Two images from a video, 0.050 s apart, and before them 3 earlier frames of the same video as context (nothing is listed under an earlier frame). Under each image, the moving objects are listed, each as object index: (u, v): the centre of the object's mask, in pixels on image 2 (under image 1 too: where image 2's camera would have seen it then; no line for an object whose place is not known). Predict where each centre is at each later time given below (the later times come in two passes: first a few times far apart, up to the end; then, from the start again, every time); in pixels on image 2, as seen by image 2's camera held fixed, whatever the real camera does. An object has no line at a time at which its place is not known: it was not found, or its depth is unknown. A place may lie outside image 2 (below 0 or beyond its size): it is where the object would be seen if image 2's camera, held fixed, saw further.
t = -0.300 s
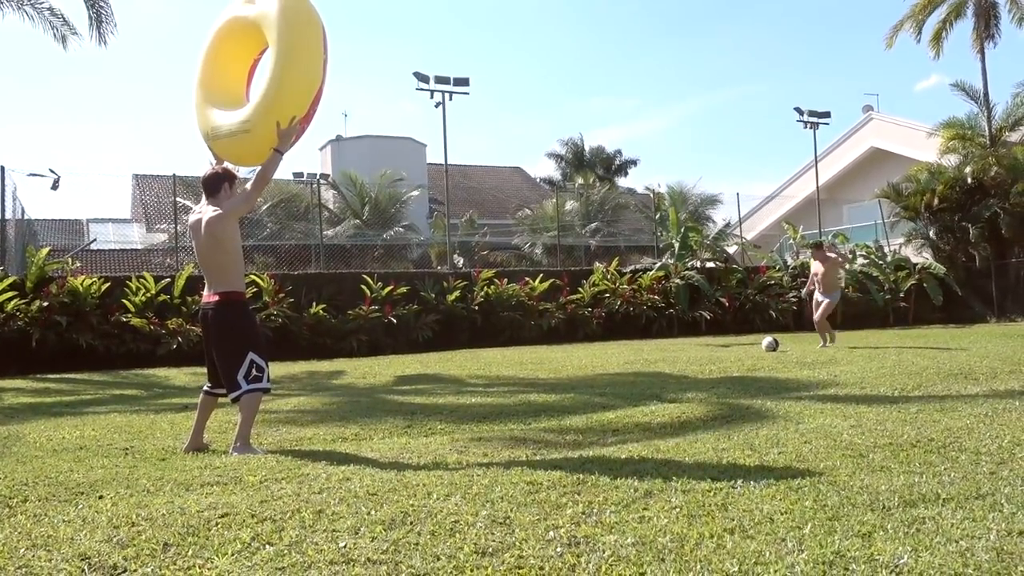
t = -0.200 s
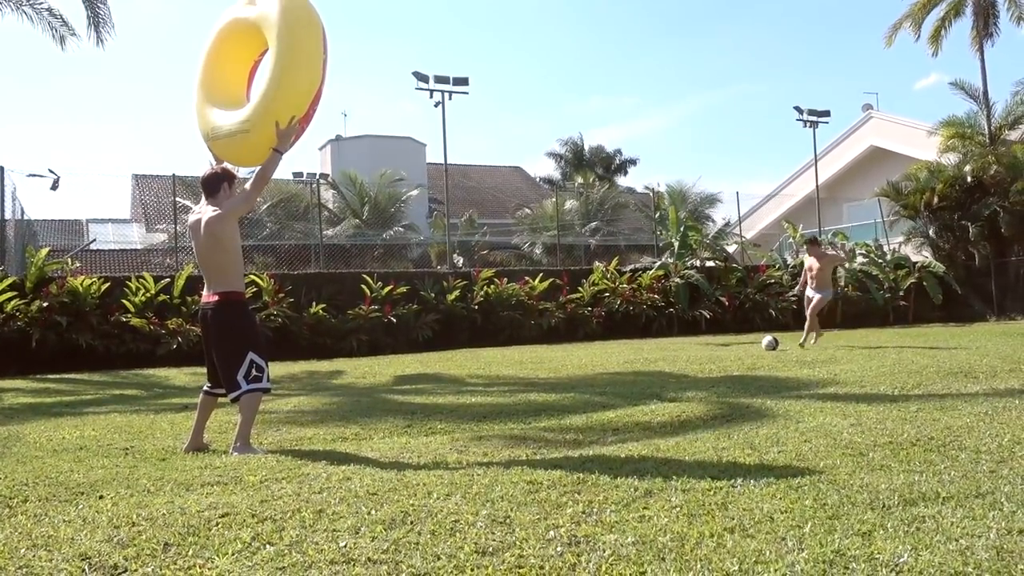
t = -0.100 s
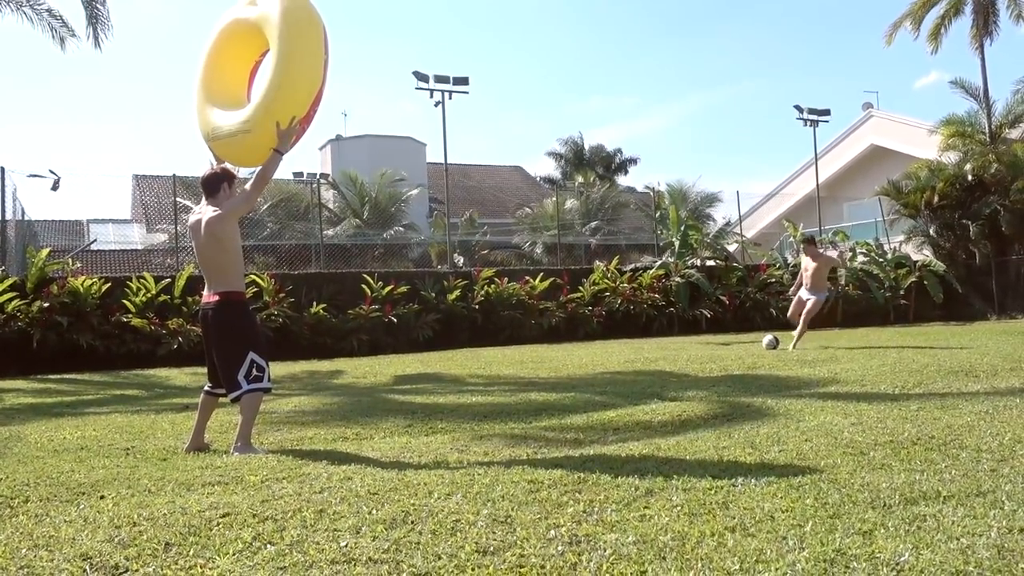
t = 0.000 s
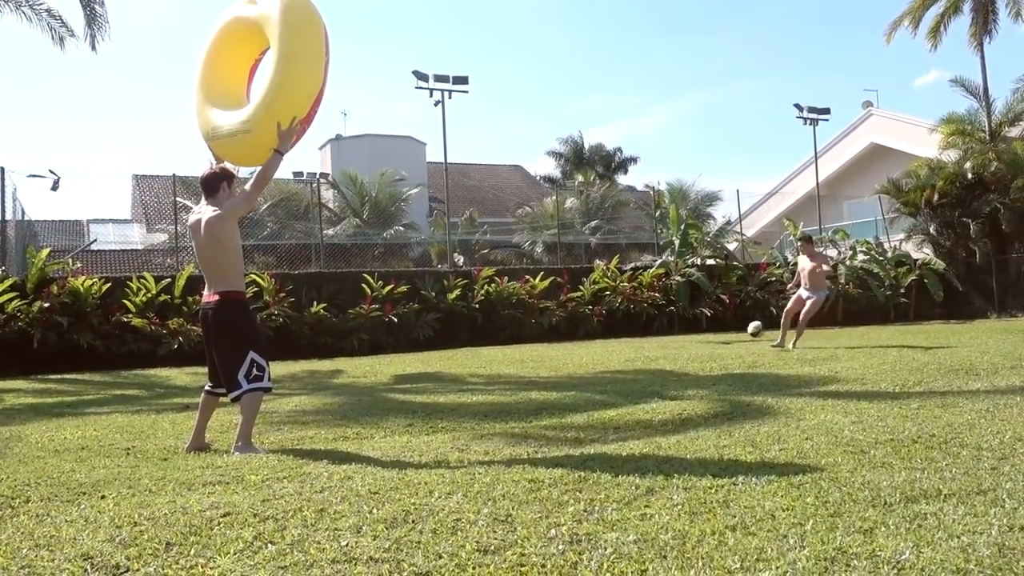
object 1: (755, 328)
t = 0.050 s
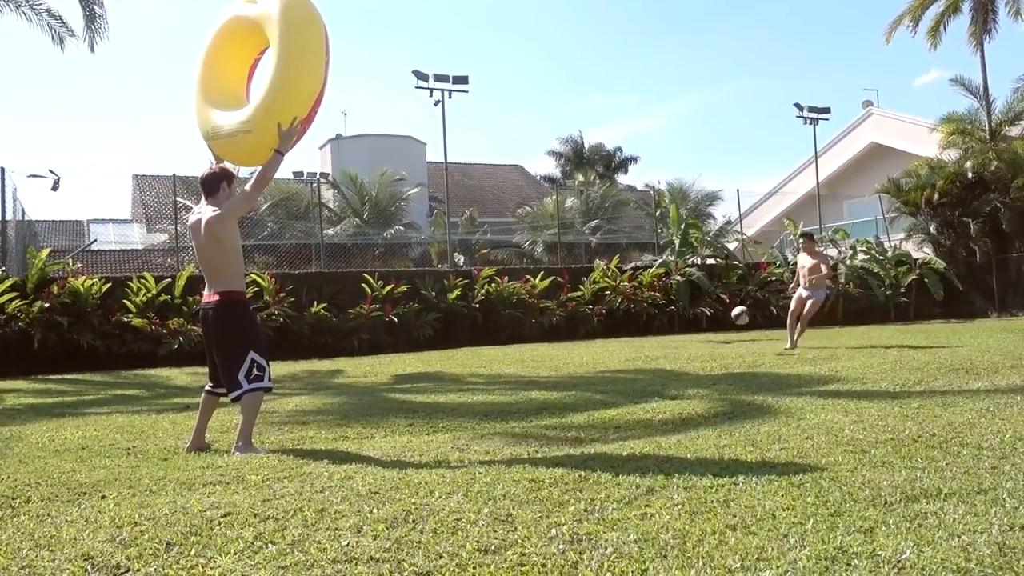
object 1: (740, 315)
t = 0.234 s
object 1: (666, 269)
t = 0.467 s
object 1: (505, 231)
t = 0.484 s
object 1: (487, 230)
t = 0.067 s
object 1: (735, 310)
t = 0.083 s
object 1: (728, 306)
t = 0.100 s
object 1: (722, 302)
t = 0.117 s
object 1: (716, 297)
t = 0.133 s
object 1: (709, 293)
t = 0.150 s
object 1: (702, 289)
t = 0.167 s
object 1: (694, 284)
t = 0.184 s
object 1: (686, 280)
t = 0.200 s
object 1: (679, 276)
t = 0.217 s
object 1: (673, 273)
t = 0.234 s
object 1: (666, 269)
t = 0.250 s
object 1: (657, 266)
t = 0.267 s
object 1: (648, 262)
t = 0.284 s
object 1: (639, 259)
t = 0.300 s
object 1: (629, 254)
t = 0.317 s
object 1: (618, 251)
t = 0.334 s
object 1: (609, 250)
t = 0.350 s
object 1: (598, 247)
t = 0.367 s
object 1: (587, 244)
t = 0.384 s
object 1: (575, 242)
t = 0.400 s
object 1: (563, 240)
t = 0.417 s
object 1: (549, 238)
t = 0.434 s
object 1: (535, 235)
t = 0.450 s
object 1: (521, 233)
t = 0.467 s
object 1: (505, 231)
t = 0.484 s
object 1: (487, 230)
